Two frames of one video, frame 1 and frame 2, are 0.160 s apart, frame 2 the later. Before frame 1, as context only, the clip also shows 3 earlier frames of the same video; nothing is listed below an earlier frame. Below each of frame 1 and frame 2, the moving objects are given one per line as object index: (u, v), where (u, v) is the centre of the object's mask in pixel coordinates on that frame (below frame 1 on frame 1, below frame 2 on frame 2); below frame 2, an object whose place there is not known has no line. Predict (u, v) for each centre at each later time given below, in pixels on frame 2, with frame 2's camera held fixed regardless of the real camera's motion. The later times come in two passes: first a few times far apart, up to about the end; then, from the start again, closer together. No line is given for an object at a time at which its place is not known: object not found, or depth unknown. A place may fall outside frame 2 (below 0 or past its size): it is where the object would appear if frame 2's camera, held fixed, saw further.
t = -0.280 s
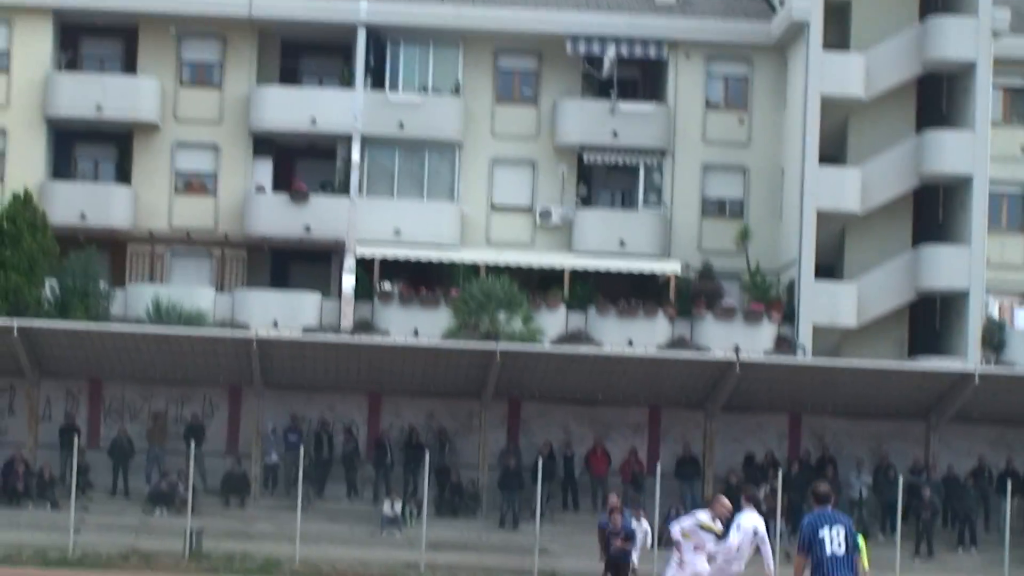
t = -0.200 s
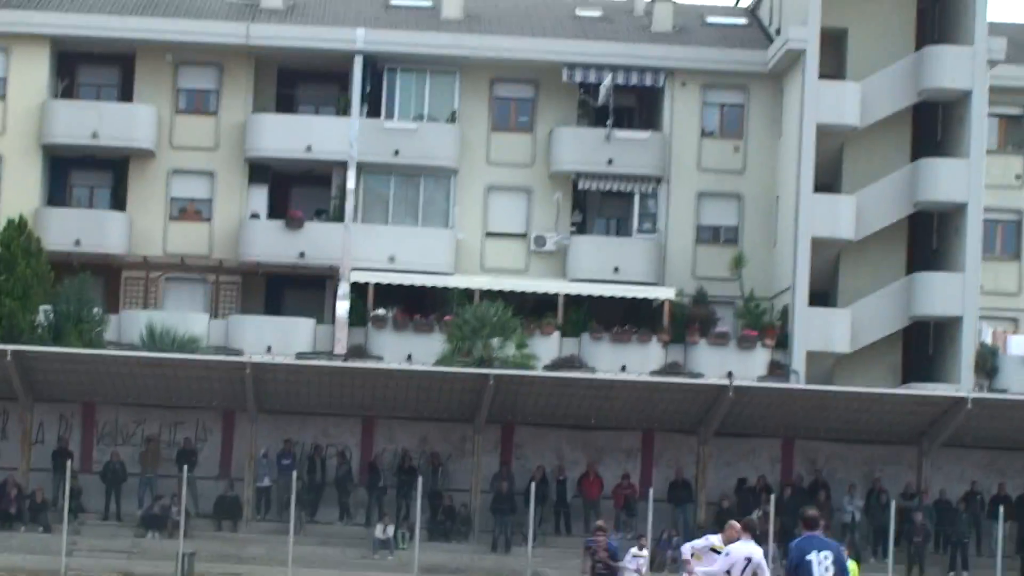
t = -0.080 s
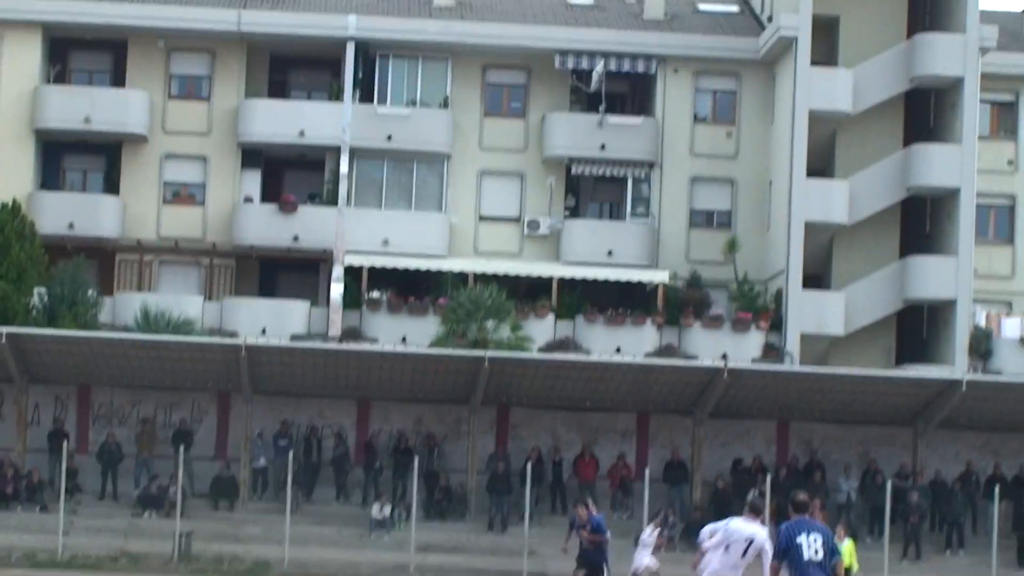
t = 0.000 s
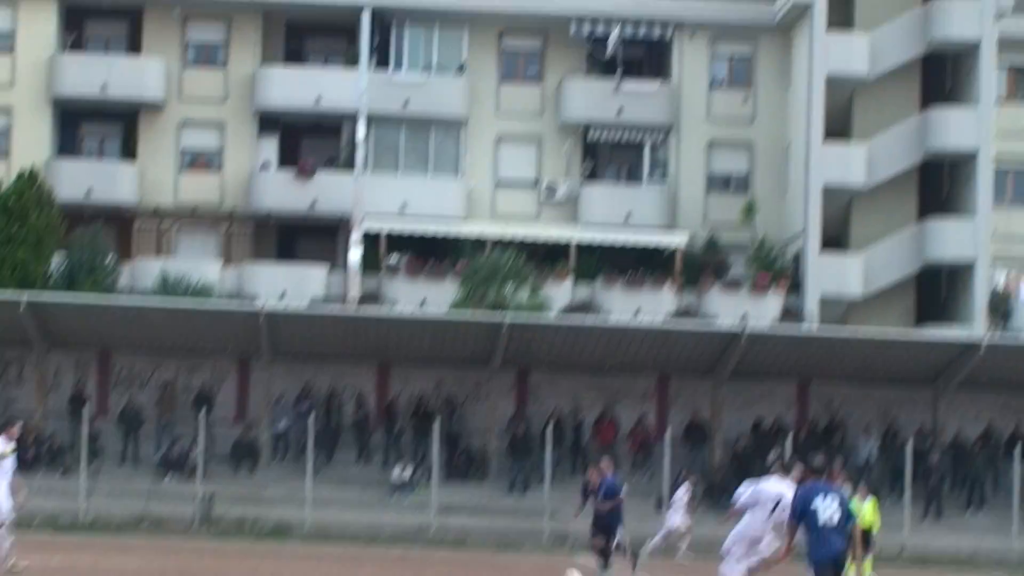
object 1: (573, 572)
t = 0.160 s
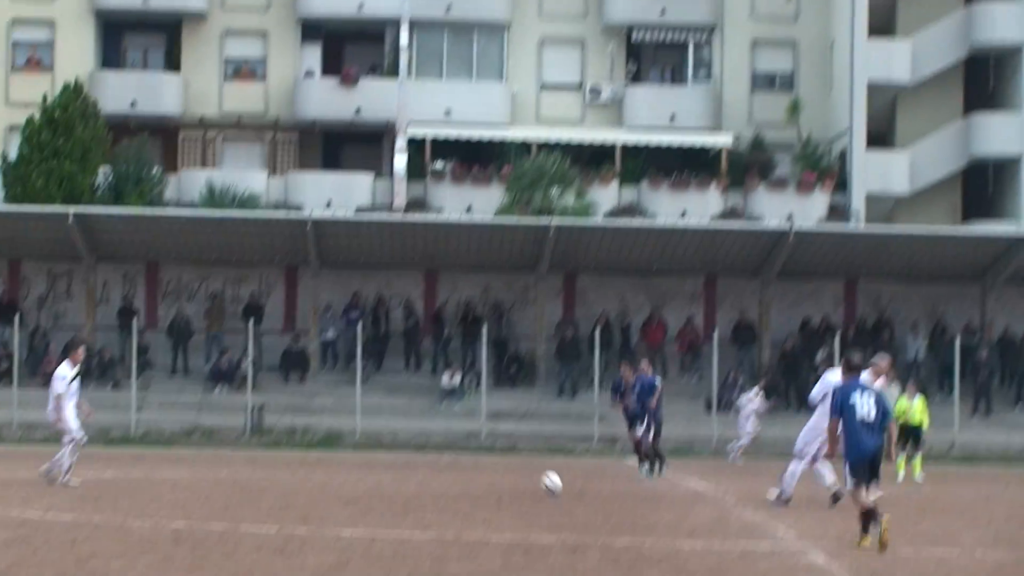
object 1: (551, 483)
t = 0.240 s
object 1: (520, 481)
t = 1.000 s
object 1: (271, 472)
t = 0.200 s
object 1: (536, 483)
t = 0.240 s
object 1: (520, 481)
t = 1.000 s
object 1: (271, 472)
